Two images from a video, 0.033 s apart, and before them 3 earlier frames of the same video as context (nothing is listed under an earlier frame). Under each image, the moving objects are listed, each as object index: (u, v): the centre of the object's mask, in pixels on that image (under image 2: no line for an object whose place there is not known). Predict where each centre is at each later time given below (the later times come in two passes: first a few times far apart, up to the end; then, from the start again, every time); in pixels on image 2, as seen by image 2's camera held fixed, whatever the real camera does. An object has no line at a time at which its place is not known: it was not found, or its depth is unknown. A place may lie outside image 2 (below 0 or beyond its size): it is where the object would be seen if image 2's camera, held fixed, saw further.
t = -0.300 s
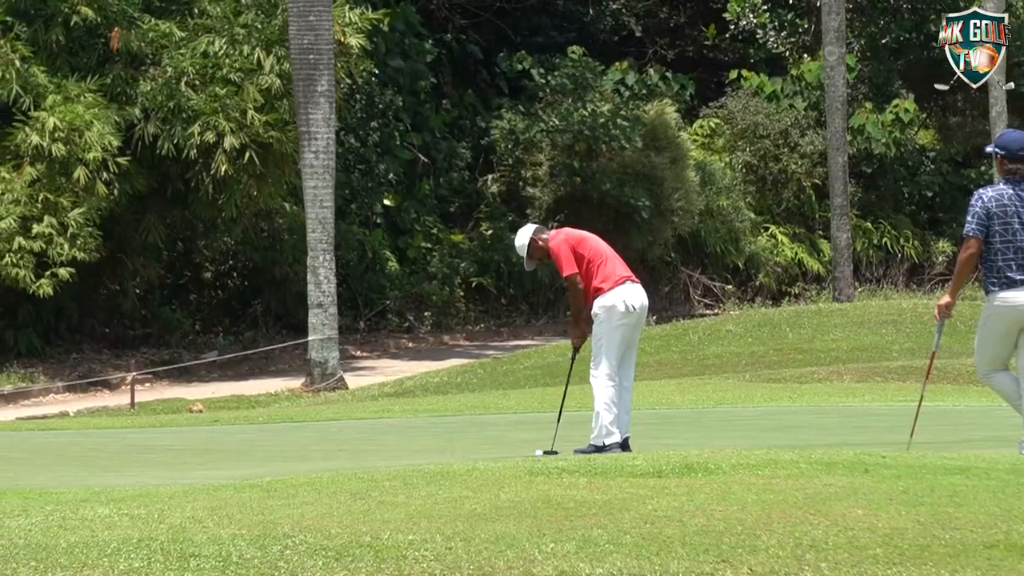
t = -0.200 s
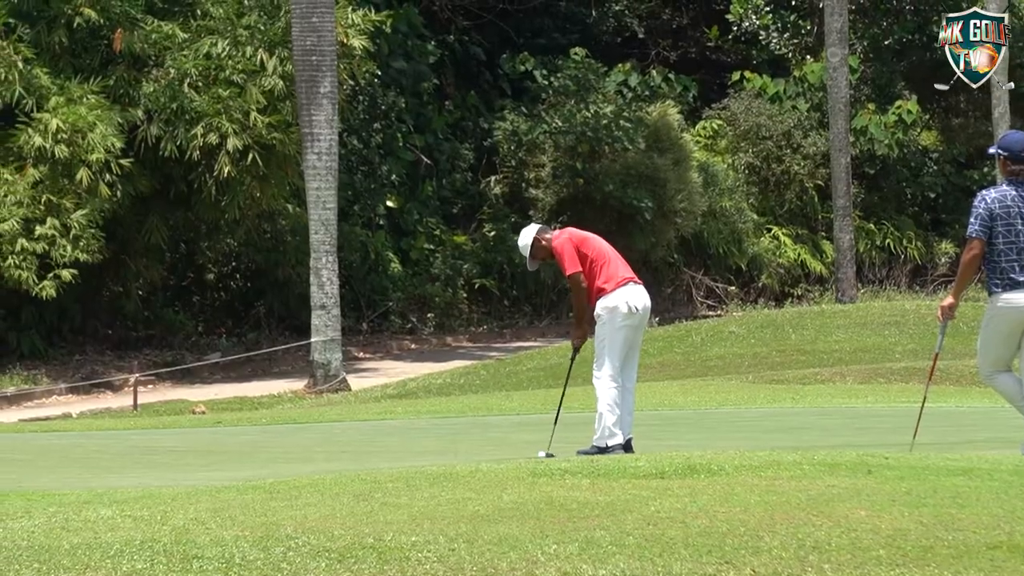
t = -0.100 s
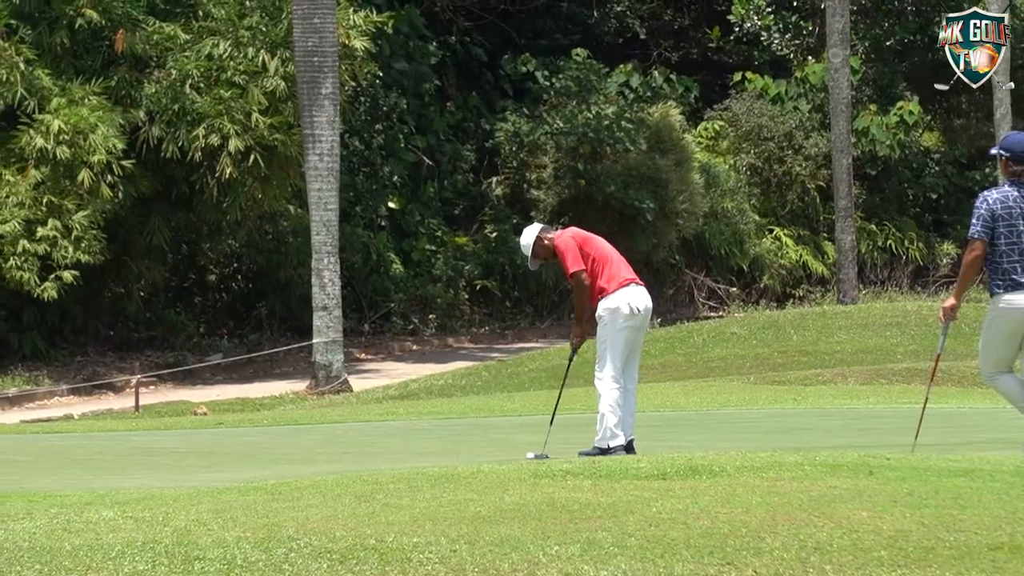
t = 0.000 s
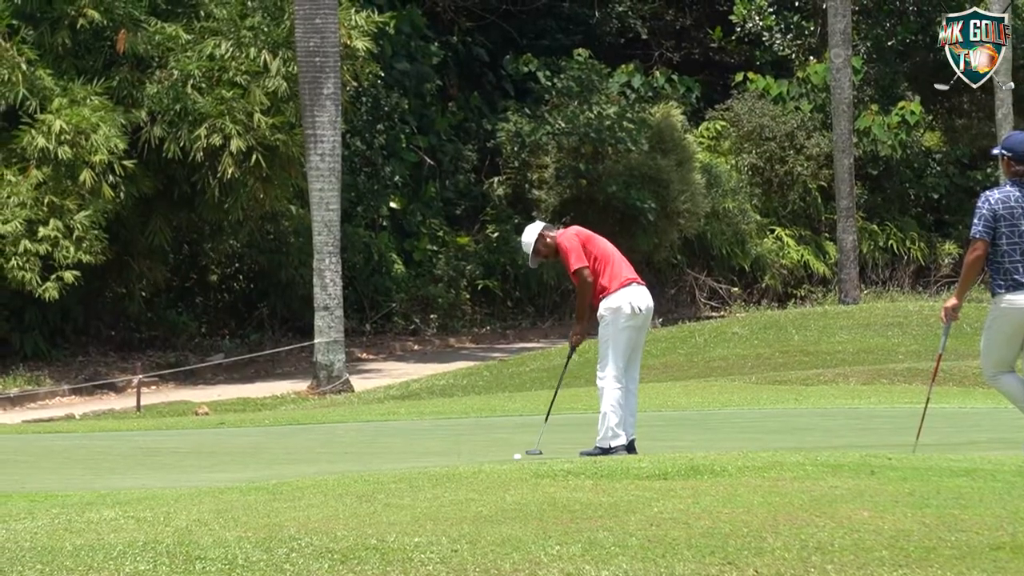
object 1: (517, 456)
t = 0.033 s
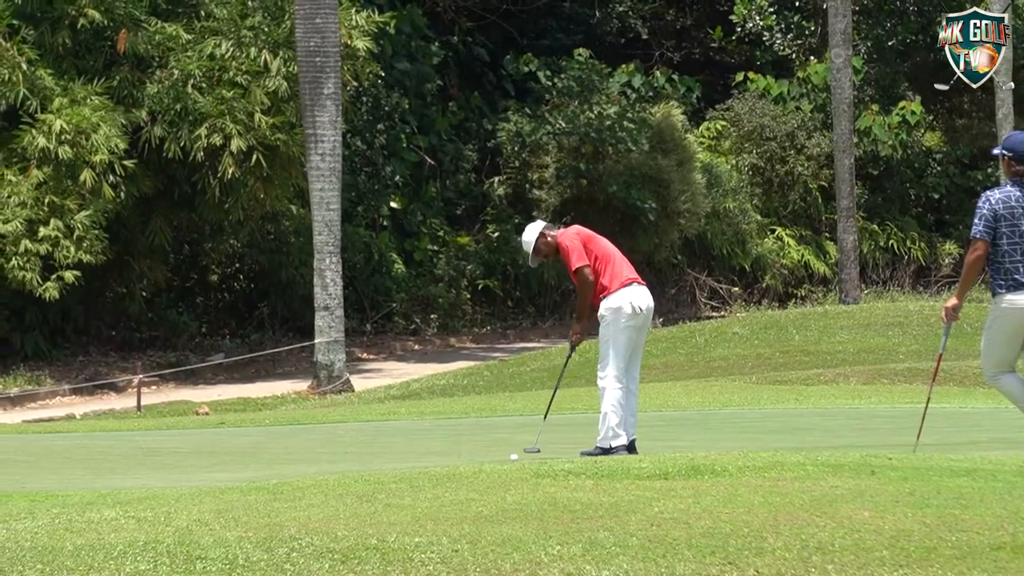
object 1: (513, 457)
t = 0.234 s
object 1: (492, 458)
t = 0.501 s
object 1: (466, 461)
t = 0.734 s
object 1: (448, 463)
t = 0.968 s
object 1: (430, 464)
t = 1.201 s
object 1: (416, 465)
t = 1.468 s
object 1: (401, 466)
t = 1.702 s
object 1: (391, 467)
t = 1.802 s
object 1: (387, 469)
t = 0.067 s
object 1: (509, 457)
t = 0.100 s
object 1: (506, 457)
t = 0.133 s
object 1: (503, 458)
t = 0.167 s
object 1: (499, 458)
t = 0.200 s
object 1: (495, 458)
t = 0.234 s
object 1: (492, 458)
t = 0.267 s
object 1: (488, 458)
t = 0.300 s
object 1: (485, 459)
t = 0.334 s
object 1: (482, 459)
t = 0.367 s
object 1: (478, 459)
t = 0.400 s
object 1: (476, 459)
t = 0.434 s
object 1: (472, 460)
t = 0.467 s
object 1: (469, 460)
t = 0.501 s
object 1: (466, 461)
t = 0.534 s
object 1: (463, 461)
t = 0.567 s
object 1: (461, 461)
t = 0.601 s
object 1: (458, 461)
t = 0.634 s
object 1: (455, 462)
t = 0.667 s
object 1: (452, 462)
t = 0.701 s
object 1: (450, 462)
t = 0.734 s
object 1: (448, 463)
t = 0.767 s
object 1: (445, 463)
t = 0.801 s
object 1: (442, 463)
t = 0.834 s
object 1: (440, 463)
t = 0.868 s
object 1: (438, 463)
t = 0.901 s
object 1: (435, 463)
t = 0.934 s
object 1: (433, 463)
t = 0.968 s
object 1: (430, 464)
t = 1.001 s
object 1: (428, 464)
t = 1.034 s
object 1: (426, 464)
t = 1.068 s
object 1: (423, 464)
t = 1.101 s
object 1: (421, 465)
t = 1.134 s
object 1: (419, 464)
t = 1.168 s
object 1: (417, 465)
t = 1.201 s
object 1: (416, 465)
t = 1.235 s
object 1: (414, 465)
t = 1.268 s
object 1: (412, 465)
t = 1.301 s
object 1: (410, 465)
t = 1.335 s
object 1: (408, 466)
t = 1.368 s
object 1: (406, 466)
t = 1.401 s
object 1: (404, 466)
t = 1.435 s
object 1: (403, 466)
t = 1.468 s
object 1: (401, 466)
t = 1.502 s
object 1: (399, 466)
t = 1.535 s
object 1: (398, 466)
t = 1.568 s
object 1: (396, 467)
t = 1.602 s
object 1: (395, 467)
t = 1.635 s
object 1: (393, 467)
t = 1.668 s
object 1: (392, 467)
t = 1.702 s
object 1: (391, 467)
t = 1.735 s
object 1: (389, 467)
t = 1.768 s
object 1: (388, 467)
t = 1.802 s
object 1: (387, 469)
